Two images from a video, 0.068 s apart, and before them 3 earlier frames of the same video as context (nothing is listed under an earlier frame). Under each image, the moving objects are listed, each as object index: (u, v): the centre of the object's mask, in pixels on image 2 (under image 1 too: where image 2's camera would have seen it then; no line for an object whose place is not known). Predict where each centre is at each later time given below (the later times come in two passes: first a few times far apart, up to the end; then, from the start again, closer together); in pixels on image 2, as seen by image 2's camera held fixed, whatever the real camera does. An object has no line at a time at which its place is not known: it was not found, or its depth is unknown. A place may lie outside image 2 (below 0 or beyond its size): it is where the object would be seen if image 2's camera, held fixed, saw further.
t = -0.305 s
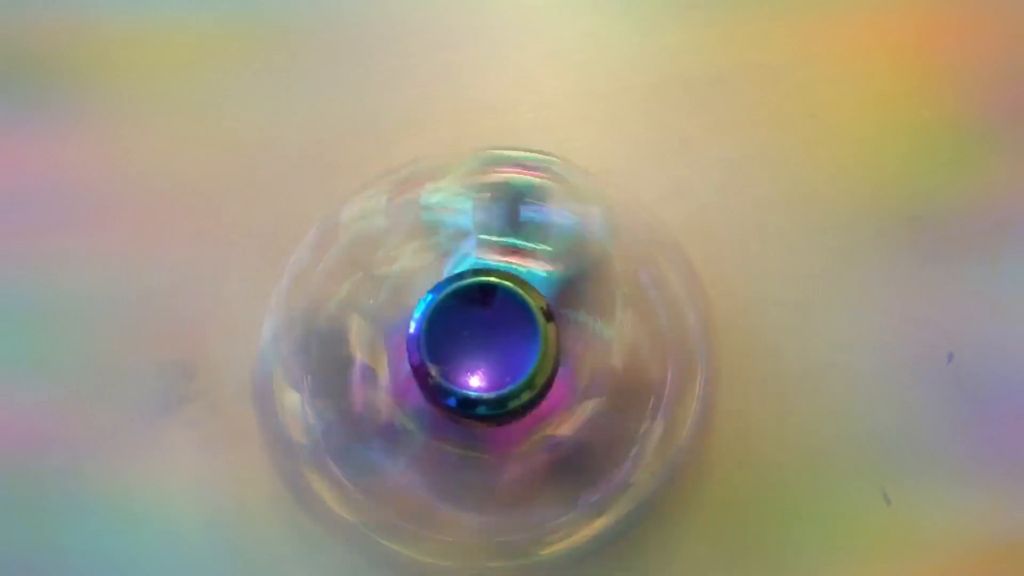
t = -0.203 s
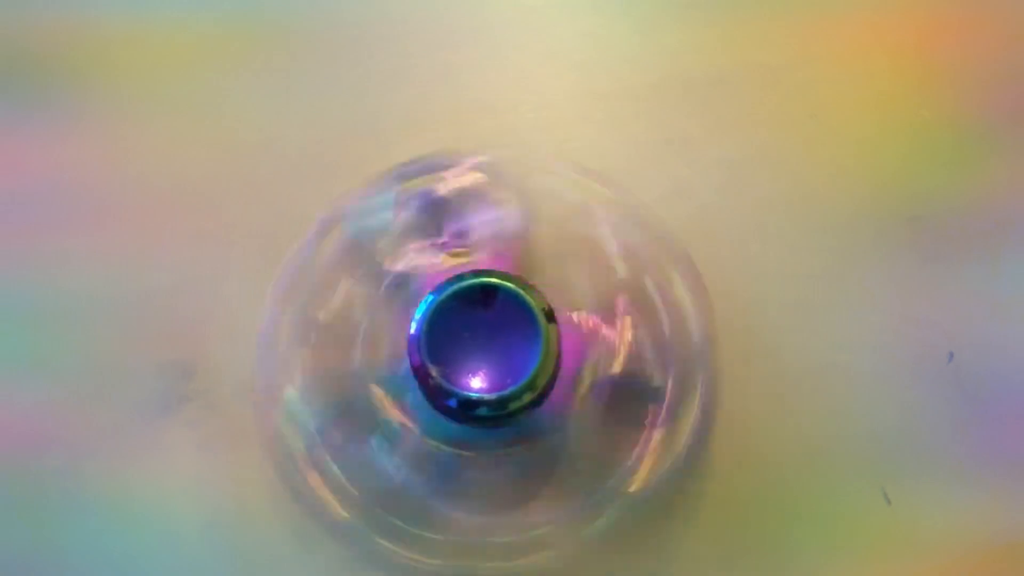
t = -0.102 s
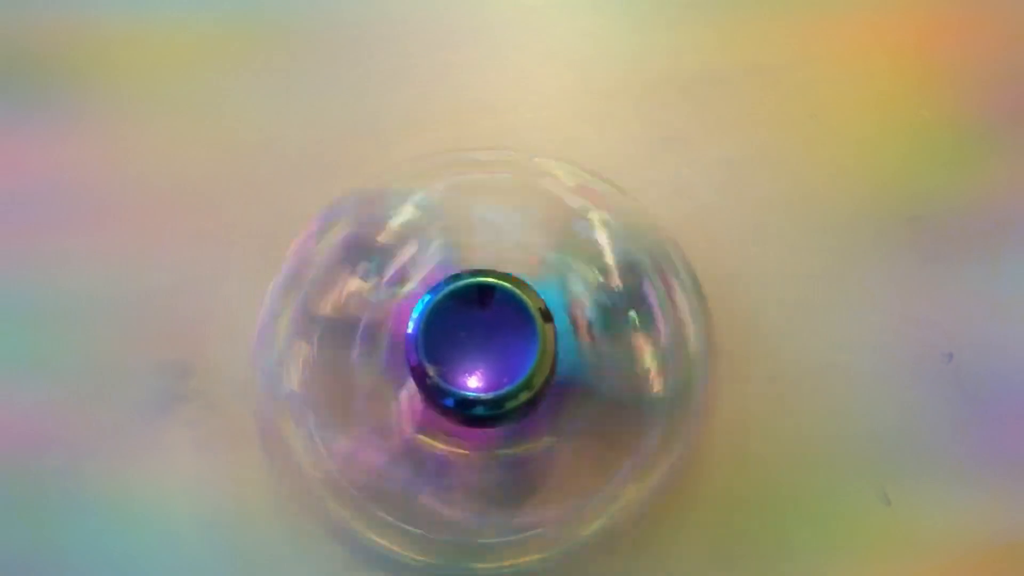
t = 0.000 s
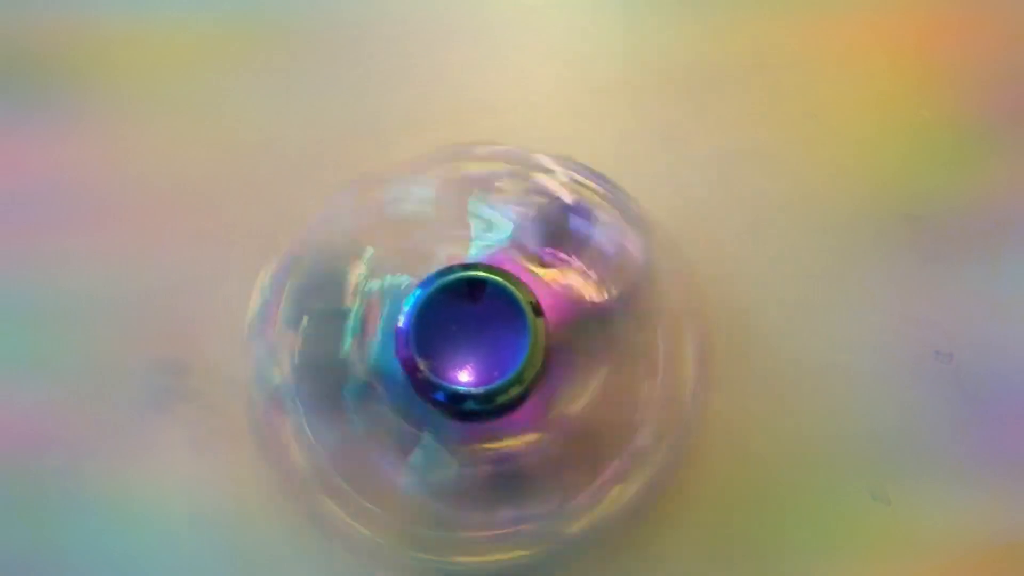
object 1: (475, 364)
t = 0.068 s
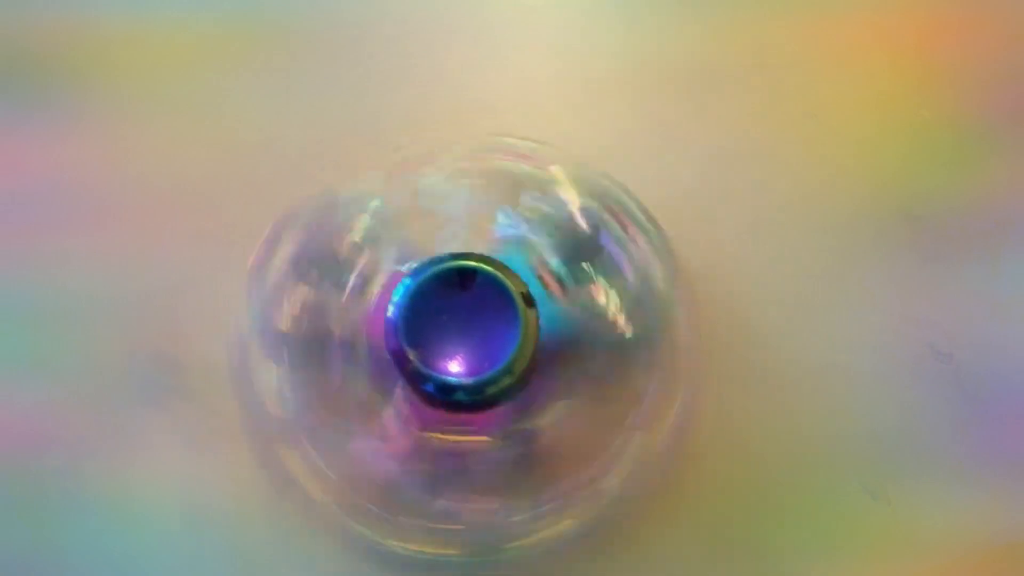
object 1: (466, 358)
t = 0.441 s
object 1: (481, 335)
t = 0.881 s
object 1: (511, 332)
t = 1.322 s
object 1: (516, 310)
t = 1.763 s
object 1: (534, 309)
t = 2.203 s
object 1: (524, 324)
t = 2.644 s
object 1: (508, 330)
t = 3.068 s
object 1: (479, 337)
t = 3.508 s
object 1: (470, 344)
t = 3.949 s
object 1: (461, 347)
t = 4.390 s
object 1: (455, 348)
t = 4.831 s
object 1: (432, 353)
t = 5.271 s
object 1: (447, 353)
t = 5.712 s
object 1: (444, 343)
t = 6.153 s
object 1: (440, 343)
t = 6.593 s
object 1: (440, 344)
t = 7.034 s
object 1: (429, 347)
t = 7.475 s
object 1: (400, 349)
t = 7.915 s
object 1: (369, 351)
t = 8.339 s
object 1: (363, 341)
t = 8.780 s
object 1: (374, 336)
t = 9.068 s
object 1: (374, 318)
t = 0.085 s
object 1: (463, 353)
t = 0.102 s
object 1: (465, 357)
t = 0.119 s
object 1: (463, 356)
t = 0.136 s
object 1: (463, 356)
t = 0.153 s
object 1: (465, 357)
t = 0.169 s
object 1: (460, 348)
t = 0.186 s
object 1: (460, 345)
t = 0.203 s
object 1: (464, 344)
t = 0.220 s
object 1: (463, 341)
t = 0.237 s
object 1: (464, 337)
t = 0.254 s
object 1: (468, 336)
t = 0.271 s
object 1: (470, 335)
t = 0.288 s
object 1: (470, 333)
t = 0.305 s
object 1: (472, 332)
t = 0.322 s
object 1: (477, 333)
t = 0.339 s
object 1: (475, 333)
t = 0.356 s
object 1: (476, 330)
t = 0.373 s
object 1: (478, 331)
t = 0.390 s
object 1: (478, 332)
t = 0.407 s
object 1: (478, 334)
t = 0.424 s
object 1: (479, 334)
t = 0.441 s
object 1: (481, 335)
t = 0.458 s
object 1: (479, 335)
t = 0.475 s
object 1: (480, 336)
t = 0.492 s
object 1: (481, 337)
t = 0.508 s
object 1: (481, 336)
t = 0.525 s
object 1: (480, 336)
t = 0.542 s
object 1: (481, 336)
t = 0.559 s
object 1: (483, 335)
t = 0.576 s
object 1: (482, 335)
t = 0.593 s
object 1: (482, 333)
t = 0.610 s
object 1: (485, 336)
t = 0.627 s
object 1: (487, 337)
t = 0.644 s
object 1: (490, 337)
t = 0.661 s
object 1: (494, 336)
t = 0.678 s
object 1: (494, 336)
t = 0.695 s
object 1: (496, 334)
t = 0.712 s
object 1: (499, 334)
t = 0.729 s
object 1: (501, 335)
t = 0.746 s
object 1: (501, 337)
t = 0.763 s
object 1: (503, 336)
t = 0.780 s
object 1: (506, 335)
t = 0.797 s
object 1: (505, 336)
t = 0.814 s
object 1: (506, 336)
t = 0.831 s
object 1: (509, 336)
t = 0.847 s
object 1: (511, 335)
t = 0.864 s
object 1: (509, 334)
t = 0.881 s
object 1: (511, 332)
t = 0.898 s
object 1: (512, 331)
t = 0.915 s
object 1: (511, 331)
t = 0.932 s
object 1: (511, 329)
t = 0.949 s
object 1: (513, 327)
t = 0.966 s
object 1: (512, 327)
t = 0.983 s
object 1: (512, 327)
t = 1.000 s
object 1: (512, 327)
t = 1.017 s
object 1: (514, 328)
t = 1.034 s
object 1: (513, 327)
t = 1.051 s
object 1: (512, 325)
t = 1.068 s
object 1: (513, 323)
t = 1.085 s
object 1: (513, 324)
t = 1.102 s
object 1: (510, 320)
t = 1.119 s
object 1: (510, 319)
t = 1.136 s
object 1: (510, 319)
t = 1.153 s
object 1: (510, 319)
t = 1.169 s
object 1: (509, 318)
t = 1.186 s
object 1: (510, 317)
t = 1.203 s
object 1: (511, 316)
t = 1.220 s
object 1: (510, 316)
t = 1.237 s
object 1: (510, 315)
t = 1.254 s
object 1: (511, 314)
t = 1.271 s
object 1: (512, 314)
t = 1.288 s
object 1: (511, 313)
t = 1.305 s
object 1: (514, 310)
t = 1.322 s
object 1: (516, 310)
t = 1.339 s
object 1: (516, 312)
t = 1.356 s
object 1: (517, 311)
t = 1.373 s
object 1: (520, 309)
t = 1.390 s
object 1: (523, 310)
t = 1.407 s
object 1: (522, 309)
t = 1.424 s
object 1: (525, 308)
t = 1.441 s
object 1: (528, 308)
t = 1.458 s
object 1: (528, 308)
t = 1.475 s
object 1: (529, 307)
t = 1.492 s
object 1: (531, 307)
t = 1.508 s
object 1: (531, 306)
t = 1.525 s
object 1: (531, 307)
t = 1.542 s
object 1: (533, 307)
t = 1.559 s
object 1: (535, 307)
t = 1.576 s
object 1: (535, 307)
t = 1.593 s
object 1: (534, 307)
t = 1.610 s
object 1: (536, 305)
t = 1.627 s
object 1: (538, 307)
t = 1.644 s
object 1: (538, 308)
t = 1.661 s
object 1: (538, 308)
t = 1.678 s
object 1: (536, 308)
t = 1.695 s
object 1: (534, 310)
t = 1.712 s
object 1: (536, 310)
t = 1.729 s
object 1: (537, 310)
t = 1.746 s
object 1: (536, 311)
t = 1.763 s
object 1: (534, 309)
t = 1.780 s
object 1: (537, 308)
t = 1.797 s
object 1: (535, 309)
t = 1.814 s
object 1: (533, 308)
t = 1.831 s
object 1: (534, 309)
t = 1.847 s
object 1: (534, 310)
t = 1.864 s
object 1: (534, 311)
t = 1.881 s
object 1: (534, 312)
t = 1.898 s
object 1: (534, 314)
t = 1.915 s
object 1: (533, 315)
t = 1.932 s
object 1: (531, 314)
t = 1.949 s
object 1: (532, 314)
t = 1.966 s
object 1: (532, 316)
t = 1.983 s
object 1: (530, 317)
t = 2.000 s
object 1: (528, 318)
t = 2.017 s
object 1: (529, 318)
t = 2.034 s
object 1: (529, 319)
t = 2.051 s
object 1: (526, 322)
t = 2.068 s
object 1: (527, 320)
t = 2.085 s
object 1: (528, 324)
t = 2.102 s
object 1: (528, 324)
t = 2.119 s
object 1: (526, 323)
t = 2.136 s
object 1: (525, 323)
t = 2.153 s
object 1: (527, 324)
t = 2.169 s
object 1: (525, 326)
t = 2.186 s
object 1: (525, 325)
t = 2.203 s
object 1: (524, 324)
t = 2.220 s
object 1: (525, 324)
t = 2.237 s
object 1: (521, 329)
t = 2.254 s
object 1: (524, 327)
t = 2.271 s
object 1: (523, 329)
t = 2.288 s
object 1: (523, 329)
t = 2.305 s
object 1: (520, 330)
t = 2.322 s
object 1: (521, 329)
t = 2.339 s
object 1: (519, 328)
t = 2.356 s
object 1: (518, 329)
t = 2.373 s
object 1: (517, 328)
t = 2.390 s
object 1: (517, 326)
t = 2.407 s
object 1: (516, 325)
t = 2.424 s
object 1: (513, 327)
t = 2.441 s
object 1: (516, 327)
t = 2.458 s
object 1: (515, 327)
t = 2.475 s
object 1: (515, 328)
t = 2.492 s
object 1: (512, 327)
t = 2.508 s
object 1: (514, 328)
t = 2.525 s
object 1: (513, 328)
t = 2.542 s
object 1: (511, 326)
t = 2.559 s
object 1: (512, 328)
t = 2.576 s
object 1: (511, 330)
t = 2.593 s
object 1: (510, 328)
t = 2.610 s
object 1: (508, 329)
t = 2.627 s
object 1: (509, 328)
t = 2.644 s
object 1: (508, 330)
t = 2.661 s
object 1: (507, 329)
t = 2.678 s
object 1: (504, 328)
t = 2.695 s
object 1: (506, 329)
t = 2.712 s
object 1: (506, 332)
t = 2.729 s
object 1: (505, 331)
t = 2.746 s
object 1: (507, 330)
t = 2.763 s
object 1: (505, 332)
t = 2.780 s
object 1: (500, 338)
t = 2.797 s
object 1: (503, 336)
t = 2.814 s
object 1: (502, 336)
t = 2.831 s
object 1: (500, 338)
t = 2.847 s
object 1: (496, 340)
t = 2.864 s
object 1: (497, 339)
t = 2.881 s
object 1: (497, 337)
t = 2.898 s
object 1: (492, 338)
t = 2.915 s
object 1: (492, 339)
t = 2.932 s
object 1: (488, 340)
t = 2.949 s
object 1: (486, 338)
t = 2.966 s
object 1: (483, 340)
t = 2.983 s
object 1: (486, 338)
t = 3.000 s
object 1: (484, 339)
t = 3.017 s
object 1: (482, 338)
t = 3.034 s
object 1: (479, 337)
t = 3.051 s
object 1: (479, 336)
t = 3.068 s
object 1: (479, 337)
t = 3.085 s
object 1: (476, 335)
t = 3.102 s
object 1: (475, 334)
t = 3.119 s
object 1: (475, 336)
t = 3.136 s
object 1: (475, 334)
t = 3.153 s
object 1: (473, 335)
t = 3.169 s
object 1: (471, 335)
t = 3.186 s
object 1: (473, 337)
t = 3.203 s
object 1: (472, 337)
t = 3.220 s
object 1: (470, 337)
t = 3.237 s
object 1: (469, 337)
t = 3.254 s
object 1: (471, 338)
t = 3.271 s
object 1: (468, 339)
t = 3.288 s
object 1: (469, 338)
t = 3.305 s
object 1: (469, 338)
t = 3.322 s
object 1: (470, 339)
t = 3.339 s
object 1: (468, 340)
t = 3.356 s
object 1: (470, 339)
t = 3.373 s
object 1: (470, 339)
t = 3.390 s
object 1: (471, 342)
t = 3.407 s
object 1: (469, 341)
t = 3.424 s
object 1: (470, 340)
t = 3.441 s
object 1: (470, 340)
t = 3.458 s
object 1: (469, 342)
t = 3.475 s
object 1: (469, 343)
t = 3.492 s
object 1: (468, 342)
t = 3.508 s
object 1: (470, 344)
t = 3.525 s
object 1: (468, 347)
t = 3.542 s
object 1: (470, 346)
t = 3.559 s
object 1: (469, 347)
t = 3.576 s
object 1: (471, 348)
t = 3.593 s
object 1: (467, 350)
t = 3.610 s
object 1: (468, 347)
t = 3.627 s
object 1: (469, 348)
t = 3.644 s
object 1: (468, 346)
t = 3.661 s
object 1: (465, 347)
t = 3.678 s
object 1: (465, 345)
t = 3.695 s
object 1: (467, 345)
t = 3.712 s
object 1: (465, 344)
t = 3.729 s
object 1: (465, 349)
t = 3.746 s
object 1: (464, 350)
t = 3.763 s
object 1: (463, 347)
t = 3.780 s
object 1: (463, 344)
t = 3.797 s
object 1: (464, 346)
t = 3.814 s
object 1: (463, 345)
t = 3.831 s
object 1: (460, 344)
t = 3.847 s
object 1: (461, 343)
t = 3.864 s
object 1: (463, 343)
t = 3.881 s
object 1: (461, 344)
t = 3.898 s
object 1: (461, 343)
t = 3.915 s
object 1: (461, 345)
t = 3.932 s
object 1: (463, 346)
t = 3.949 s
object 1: (461, 347)
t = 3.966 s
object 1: (461, 344)
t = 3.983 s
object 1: (462, 345)
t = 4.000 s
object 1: (463, 346)
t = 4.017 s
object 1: (460, 345)
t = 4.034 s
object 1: (460, 343)
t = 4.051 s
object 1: (461, 344)
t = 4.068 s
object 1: (459, 346)
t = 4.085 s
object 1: (460, 345)
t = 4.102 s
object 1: (460, 346)
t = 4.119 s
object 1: (462, 347)
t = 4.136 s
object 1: (460, 350)
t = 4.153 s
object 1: (459, 348)
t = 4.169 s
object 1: (460, 349)
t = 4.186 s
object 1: (463, 347)
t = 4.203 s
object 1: (457, 351)
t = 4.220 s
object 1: (459, 348)
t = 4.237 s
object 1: (459, 348)
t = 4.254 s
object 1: (460, 349)
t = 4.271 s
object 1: (457, 350)
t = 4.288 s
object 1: (457, 349)
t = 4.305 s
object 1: (457, 349)
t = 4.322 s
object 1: (458, 350)
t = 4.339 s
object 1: (453, 350)
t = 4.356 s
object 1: (455, 348)
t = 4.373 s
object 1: (456, 352)
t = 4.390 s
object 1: (455, 348)
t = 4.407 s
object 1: (453, 349)
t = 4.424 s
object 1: (454, 349)
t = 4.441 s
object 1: (455, 350)
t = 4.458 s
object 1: (454, 352)
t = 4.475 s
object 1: (456, 357)
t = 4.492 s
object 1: (456, 355)
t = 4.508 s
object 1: (456, 355)
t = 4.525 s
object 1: (455, 361)
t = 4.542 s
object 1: (454, 352)
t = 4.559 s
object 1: (453, 353)
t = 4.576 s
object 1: (453, 353)
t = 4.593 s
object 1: (448, 354)
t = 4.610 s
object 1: (450, 351)
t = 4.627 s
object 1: (451, 352)
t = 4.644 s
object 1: (449, 350)
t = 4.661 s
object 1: (450, 355)
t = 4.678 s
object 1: (449, 353)
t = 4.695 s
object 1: (451, 358)
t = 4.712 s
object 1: (451, 360)
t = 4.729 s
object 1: (443, 351)
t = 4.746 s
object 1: (442, 351)
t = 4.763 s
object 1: (443, 350)
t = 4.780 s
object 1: (438, 350)
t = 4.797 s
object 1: (438, 350)
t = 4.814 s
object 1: (435, 356)
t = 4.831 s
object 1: (432, 353)
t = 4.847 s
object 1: (435, 352)
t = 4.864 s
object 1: (437, 352)
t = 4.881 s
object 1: (438, 353)
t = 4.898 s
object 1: (434, 354)
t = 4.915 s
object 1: (438, 353)
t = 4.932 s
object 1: (438, 351)
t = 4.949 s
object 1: (439, 350)
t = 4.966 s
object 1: (439, 352)
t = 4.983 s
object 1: (439, 350)
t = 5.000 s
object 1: (441, 348)
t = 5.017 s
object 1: (441, 348)
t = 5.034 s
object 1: (441, 348)
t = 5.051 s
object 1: (441, 348)
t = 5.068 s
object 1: (443, 348)
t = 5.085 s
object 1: (441, 349)
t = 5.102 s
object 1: (441, 348)
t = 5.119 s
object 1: (441, 349)
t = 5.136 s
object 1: (445, 352)
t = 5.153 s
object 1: (441, 349)
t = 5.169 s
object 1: (441, 348)
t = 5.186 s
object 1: (442, 349)
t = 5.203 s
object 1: (443, 349)
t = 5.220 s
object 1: (440, 349)
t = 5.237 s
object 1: (442, 348)
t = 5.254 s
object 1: (444, 346)
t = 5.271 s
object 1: (447, 353)
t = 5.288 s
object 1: (441, 347)
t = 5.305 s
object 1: (443, 345)
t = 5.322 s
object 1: (444, 345)
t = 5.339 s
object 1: (445, 344)
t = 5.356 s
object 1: (442, 346)
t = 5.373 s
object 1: (444, 344)
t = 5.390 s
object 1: (446, 345)
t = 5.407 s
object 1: (445, 344)
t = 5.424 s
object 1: (442, 346)
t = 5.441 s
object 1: (443, 345)
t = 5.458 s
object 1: (446, 346)
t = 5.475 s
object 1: (444, 345)
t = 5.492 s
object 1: (442, 345)
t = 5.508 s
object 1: (443, 344)
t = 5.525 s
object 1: (444, 344)
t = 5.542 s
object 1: (441, 344)
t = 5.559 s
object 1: (441, 343)
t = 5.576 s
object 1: (441, 342)
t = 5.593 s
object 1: (444, 343)
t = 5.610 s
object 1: (442, 342)
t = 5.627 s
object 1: (442, 342)
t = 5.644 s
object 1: (443, 343)
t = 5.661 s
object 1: (445, 344)
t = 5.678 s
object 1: (443, 344)
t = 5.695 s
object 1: (444, 342)
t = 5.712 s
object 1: (444, 343)
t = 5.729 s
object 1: (444, 344)
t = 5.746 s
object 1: (441, 344)
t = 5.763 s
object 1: (442, 343)
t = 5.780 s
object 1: (443, 342)
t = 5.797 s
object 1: (442, 342)
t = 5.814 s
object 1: (443, 344)
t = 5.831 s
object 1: (443, 343)
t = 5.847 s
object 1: (442, 343)
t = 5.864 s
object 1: (439, 344)
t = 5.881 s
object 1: (441, 341)
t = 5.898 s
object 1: (442, 343)
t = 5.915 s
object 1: (441, 342)
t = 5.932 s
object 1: (441, 345)
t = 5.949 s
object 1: (439, 343)
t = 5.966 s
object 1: (442, 343)
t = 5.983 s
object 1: (441, 342)
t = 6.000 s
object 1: (439, 344)
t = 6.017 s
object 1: (440, 345)
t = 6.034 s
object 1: (446, 353)
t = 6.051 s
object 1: (440, 345)
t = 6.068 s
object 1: (438, 344)
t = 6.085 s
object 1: (440, 345)
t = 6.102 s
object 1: (442, 344)
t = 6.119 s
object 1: (440, 344)
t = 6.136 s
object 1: (439, 342)
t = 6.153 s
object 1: (440, 343)
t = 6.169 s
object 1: (442, 343)
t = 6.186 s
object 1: (439, 344)
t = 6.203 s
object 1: (440, 342)
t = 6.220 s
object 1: (441, 343)
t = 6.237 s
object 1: (443, 342)
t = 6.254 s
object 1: (439, 343)
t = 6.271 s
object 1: (440, 341)
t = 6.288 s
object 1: (441, 342)
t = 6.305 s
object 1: (442, 342)
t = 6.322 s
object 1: (439, 343)
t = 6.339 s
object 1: (440, 341)
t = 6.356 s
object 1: (440, 342)
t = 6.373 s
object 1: (441, 342)
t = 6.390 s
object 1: (438, 345)
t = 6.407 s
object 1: (439, 343)
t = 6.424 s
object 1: (441, 345)
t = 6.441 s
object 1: (442, 343)
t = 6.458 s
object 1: (440, 346)
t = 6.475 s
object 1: (441, 344)
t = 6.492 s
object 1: (442, 346)
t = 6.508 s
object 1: (442, 345)
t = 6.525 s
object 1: (440, 345)
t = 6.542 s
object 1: (441, 344)
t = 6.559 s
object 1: (443, 344)
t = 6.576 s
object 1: (443, 343)
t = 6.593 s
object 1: (440, 344)
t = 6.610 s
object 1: (442, 343)
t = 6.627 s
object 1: (444, 345)
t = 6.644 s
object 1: (444, 344)
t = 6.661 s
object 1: (440, 345)
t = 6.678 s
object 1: (441, 343)
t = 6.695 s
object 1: (443, 345)
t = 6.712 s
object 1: (442, 342)
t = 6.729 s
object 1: (441, 345)
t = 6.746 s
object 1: (441, 344)
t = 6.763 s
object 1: (442, 342)
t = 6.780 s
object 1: (441, 341)
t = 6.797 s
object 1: (439, 342)
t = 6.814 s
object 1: (439, 344)
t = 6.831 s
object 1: (437, 345)
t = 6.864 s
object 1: (435, 343)
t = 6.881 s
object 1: (438, 342)
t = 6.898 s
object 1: (440, 343)
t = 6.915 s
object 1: (439, 342)
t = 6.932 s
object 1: (438, 345)
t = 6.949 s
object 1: (437, 344)
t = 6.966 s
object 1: (434, 347)
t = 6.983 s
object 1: (434, 344)
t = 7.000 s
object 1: (432, 344)
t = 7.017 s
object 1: (435, 346)
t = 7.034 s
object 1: (429, 347)
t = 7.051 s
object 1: (431, 347)
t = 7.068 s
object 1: (428, 345)
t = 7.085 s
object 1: (430, 344)
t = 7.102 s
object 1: (426, 346)
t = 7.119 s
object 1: (428, 346)
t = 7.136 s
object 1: (426, 346)
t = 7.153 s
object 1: (428, 347)
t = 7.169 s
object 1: (423, 347)
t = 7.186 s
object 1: (424, 346)
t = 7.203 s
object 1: (423, 347)
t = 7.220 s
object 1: (426, 350)
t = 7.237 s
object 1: (420, 350)
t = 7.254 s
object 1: (421, 347)
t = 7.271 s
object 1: (419, 350)
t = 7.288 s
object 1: (420, 349)
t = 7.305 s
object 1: (414, 352)
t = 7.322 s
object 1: (414, 350)
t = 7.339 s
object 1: (412, 349)
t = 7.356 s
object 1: (414, 350)
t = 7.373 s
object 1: (406, 351)
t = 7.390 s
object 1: (408, 350)
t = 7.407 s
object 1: (406, 350)
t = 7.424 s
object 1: (409, 351)
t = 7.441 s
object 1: (401, 350)
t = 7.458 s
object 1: (400, 348)
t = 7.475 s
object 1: (400, 349)
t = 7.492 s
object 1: (401, 350)
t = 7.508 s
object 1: (394, 349)
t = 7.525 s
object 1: (396, 347)
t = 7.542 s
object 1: (393, 348)
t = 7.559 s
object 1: (396, 349)
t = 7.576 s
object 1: (391, 351)
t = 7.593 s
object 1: (390, 347)
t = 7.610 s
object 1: (387, 347)
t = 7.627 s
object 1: (390, 349)
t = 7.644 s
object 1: (384, 353)
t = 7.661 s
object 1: (382, 346)
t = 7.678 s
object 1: (380, 345)
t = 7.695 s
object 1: (384, 346)
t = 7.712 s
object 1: (379, 347)
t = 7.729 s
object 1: (376, 345)
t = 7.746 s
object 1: (376, 345)
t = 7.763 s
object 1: (380, 346)
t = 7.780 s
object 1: (375, 348)
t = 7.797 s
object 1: (374, 346)
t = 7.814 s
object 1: (374, 344)
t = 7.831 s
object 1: (379, 347)
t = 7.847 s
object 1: (374, 349)
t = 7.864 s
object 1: (373, 348)
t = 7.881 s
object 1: (370, 347)
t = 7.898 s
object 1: (374, 349)
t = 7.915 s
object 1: (369, 351)
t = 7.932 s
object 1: (363, 348)
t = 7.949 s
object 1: (370, 349)
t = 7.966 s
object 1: (368, 348)
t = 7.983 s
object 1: (365, 348)
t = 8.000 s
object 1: (364, 347)
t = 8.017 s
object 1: (369, 348)
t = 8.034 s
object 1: (368, 351)
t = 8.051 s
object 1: (363, 348)
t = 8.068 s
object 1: (363, 346)
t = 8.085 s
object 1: (368, 346)
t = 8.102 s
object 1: (369, 349)
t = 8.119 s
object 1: (364, 346)
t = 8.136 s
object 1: (362, 344)
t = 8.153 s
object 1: (368, 344)
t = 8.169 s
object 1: (369, 345)
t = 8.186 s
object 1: (364, 344)
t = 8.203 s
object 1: (364, 345)
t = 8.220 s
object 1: (368, 343)
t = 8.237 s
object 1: (369, 344)
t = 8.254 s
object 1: (363, 344)
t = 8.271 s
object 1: (362, 342)
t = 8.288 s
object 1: (367, 342)
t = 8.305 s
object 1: (370, 345)
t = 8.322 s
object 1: (363, 343)
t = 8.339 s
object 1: (363, 341)
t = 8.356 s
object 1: (368, 339)
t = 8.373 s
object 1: (370, 342)
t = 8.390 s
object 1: (363, 342)
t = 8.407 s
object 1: (365, 339)
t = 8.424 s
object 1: (367, 338)
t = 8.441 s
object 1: (370, 339)
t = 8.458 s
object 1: (362, 342)
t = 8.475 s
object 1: (361, 337)
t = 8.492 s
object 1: (366, 336)
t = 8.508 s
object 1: (370, 339)
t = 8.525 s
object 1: (364, 340)
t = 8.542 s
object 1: (359, 337)
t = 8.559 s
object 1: (365, 336)
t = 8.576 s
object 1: (371, 340)
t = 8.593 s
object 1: (364, 344)
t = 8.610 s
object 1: (369, 340)
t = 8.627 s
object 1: (368, 340)
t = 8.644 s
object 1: (374, 342)
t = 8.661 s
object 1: (369, 348)
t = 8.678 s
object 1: (370, 341)
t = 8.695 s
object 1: (368, 340)
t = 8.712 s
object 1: (373, 341)
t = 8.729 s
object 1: (368, 343)
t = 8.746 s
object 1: (372, 339)
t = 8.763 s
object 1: (370, 337)
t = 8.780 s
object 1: (374, 336)
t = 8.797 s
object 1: (369, 338)
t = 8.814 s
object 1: (374, 332)
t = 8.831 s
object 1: (372, 330)
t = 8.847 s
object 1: (375, 330)
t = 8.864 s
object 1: (374, 330)
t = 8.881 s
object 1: (375, 330)
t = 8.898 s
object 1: (371, 324)
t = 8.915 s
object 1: (375, 324)
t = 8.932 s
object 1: (373, 319)
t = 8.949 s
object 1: (370, 318)
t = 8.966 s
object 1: (374, 316)
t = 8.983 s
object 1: (377, 317)
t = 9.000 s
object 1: (374, 318)
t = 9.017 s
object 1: (374, 315)
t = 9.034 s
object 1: (381, 313)
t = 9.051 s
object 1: (384, 314)
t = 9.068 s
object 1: (374, 318)
